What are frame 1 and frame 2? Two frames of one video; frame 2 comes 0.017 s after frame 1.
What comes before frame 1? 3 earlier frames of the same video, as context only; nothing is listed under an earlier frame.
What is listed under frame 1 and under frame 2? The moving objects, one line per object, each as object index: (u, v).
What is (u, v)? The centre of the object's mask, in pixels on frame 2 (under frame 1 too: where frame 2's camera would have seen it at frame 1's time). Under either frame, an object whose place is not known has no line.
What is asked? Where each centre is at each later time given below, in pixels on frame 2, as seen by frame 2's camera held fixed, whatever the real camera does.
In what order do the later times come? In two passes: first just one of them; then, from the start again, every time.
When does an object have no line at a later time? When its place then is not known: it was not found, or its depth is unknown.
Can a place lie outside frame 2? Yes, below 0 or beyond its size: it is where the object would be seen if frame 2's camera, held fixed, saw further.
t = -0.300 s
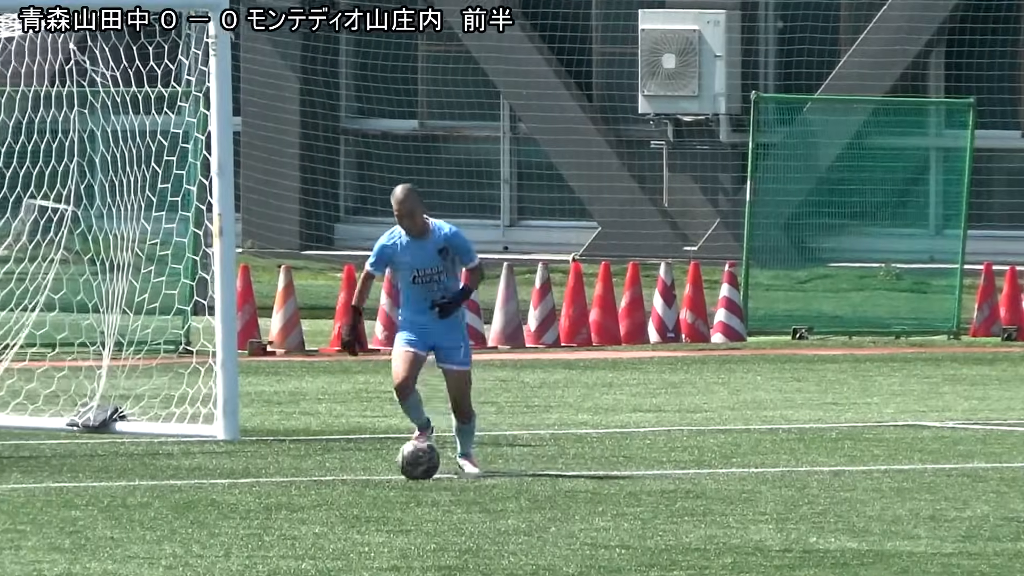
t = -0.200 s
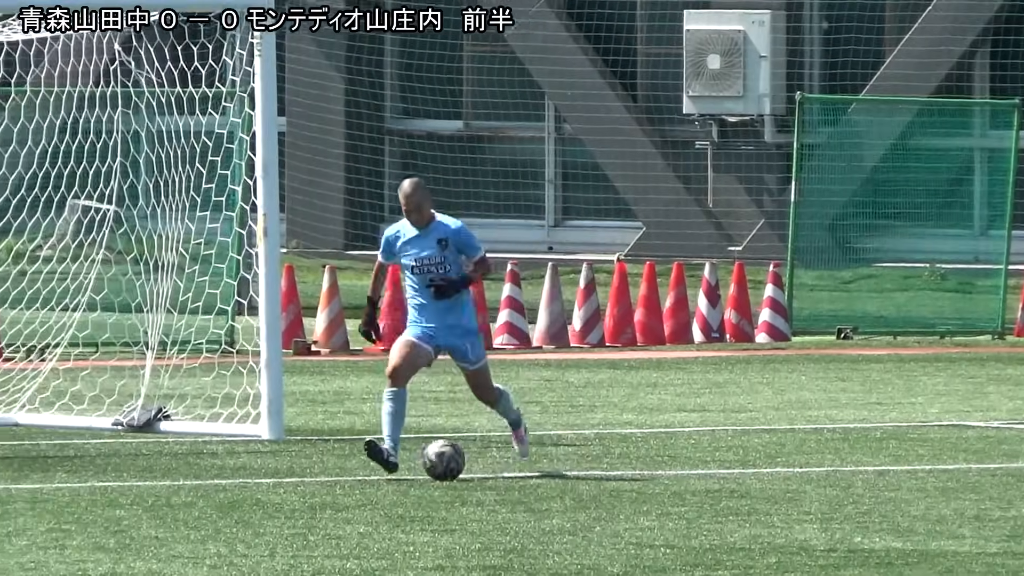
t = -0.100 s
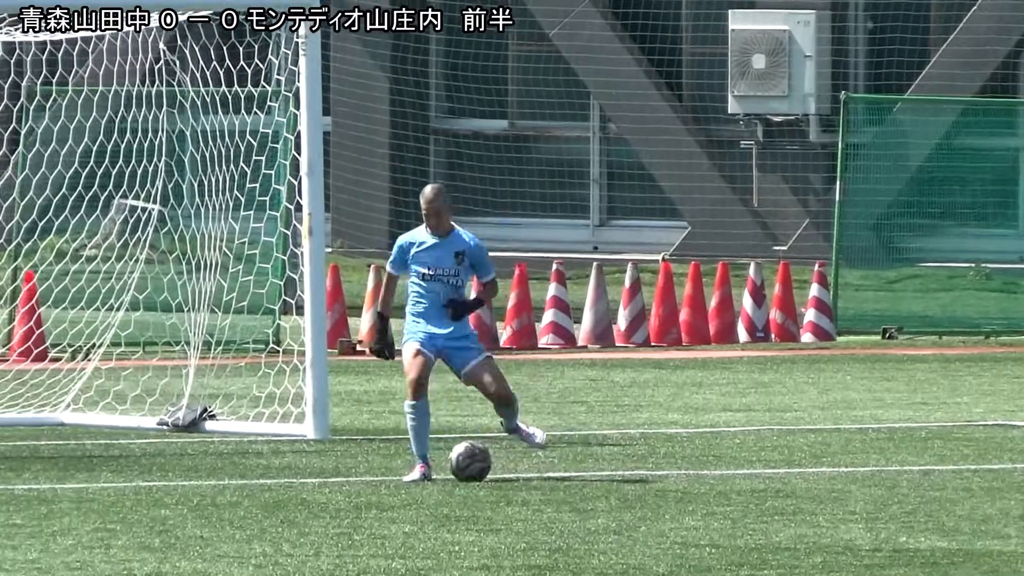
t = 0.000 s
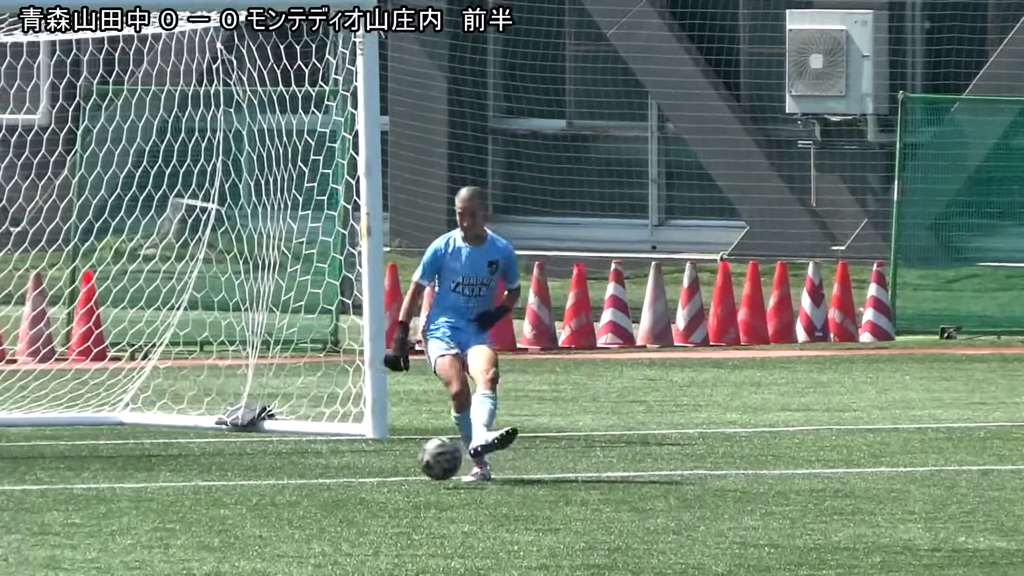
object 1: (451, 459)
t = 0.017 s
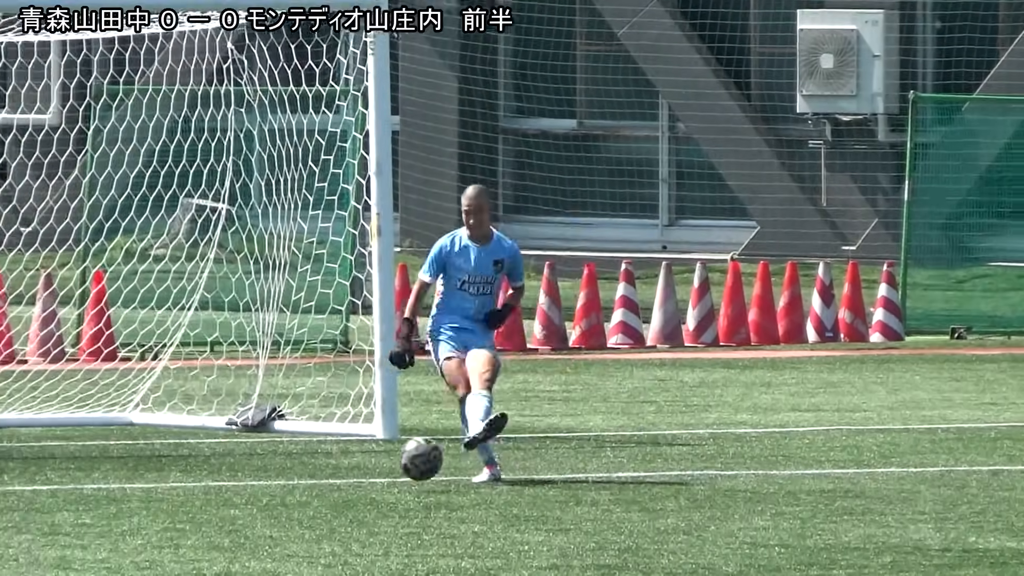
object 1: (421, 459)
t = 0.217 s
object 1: (37, 488)
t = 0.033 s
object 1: (391, 459)
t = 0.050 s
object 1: (359, 460)
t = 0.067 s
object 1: (329, 462)
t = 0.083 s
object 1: (297, 465)
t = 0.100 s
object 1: (265, 469)
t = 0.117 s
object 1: (233, 473)
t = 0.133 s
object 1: (201, 478)
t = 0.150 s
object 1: (167, 484)
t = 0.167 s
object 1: (134, 489)
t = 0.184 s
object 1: (101, 489)
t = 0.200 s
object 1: (69, 488)
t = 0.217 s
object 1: (37, 488)
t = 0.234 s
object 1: (5, 488)
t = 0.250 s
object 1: (-28, 488)
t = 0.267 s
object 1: (-62, 491)
